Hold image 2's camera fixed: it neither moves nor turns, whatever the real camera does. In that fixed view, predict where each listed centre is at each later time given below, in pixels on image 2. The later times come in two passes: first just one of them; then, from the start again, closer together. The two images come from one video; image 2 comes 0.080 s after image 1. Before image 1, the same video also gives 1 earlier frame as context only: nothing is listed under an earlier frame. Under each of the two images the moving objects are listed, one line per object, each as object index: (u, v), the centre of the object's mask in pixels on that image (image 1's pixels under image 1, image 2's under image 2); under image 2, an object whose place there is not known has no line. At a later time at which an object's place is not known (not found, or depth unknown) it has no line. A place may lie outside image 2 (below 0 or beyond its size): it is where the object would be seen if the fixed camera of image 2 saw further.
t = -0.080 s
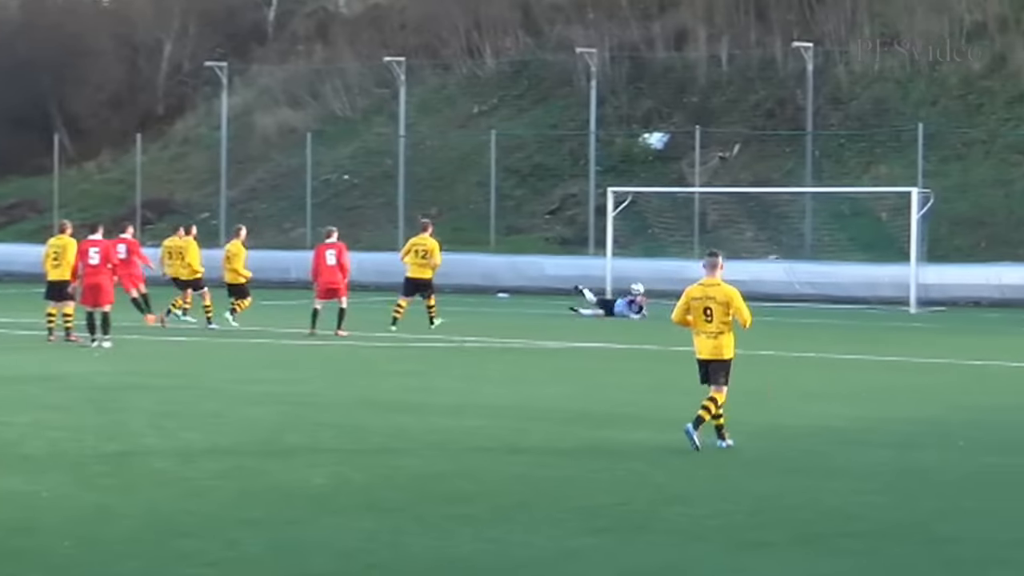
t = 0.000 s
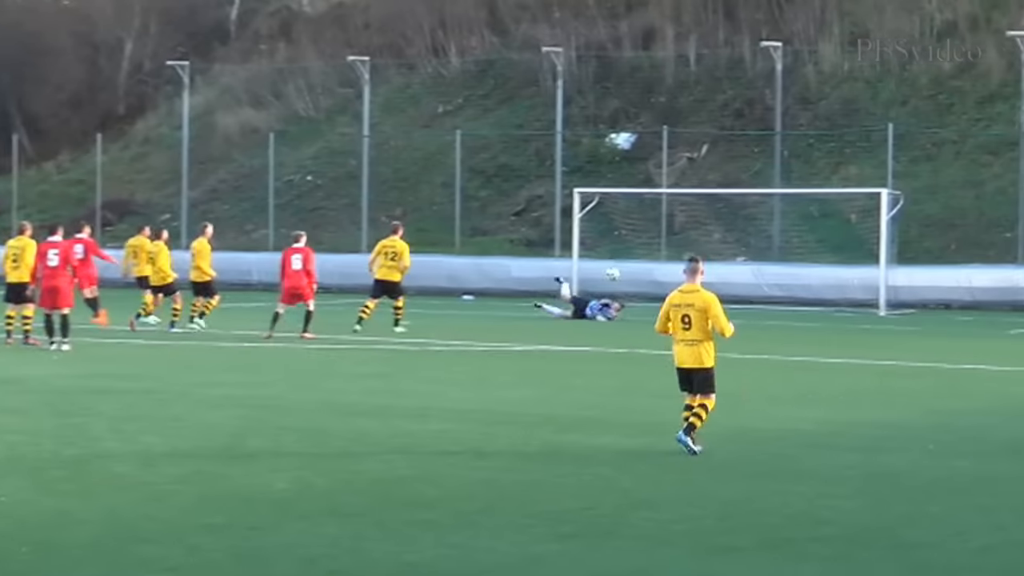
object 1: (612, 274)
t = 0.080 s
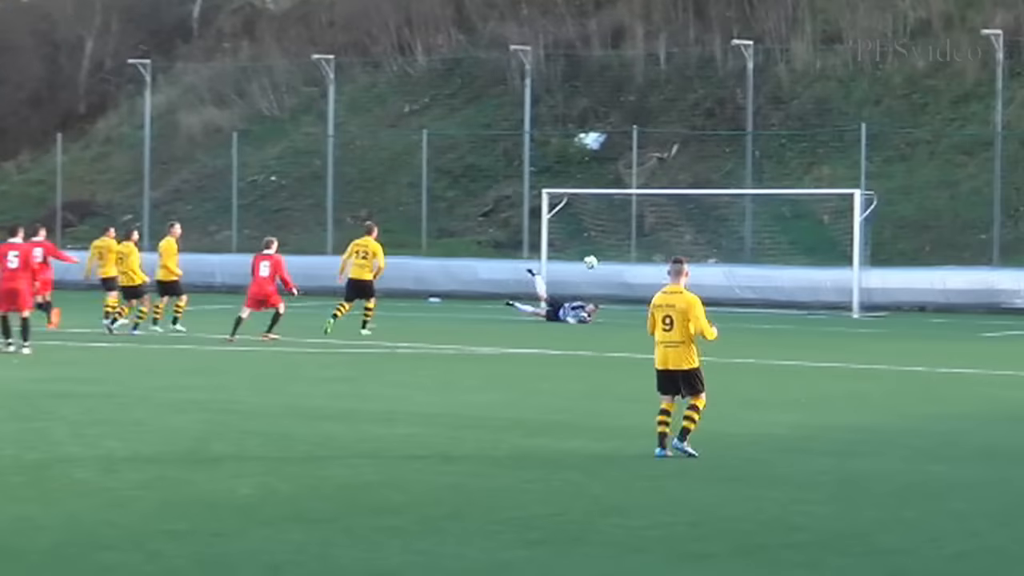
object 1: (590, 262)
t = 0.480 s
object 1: (644, 261)
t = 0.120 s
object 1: (594, 256)
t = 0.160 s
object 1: (600, 254)
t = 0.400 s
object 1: (633, 253)
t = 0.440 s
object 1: (638, 256)
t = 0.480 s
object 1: (644, 261)
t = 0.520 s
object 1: (648, 267)
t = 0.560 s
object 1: (655, 276)
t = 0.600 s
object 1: (661, 286)
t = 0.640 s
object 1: (666, 295)
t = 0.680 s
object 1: (671, 307)
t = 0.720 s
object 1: (678, 320)
